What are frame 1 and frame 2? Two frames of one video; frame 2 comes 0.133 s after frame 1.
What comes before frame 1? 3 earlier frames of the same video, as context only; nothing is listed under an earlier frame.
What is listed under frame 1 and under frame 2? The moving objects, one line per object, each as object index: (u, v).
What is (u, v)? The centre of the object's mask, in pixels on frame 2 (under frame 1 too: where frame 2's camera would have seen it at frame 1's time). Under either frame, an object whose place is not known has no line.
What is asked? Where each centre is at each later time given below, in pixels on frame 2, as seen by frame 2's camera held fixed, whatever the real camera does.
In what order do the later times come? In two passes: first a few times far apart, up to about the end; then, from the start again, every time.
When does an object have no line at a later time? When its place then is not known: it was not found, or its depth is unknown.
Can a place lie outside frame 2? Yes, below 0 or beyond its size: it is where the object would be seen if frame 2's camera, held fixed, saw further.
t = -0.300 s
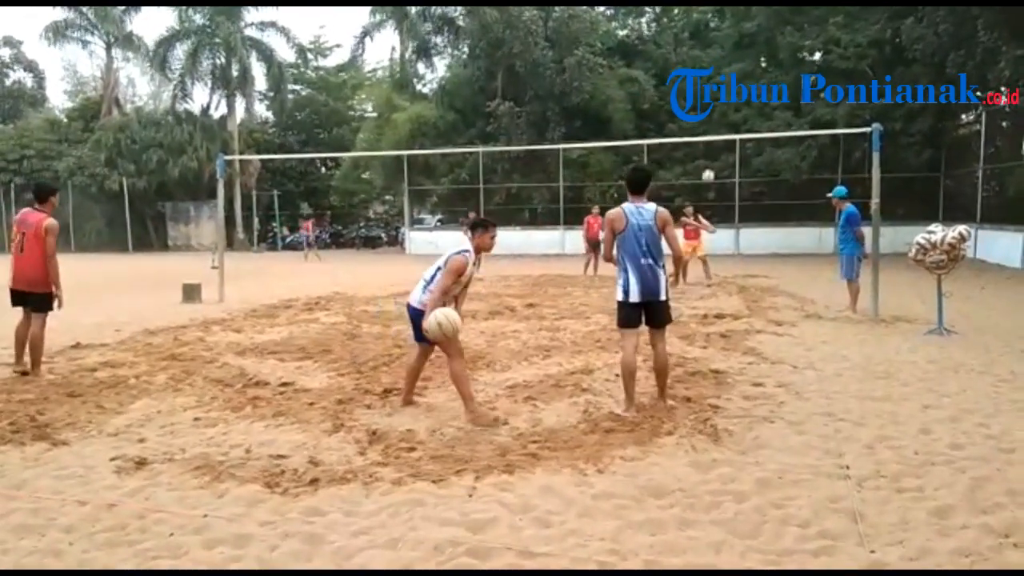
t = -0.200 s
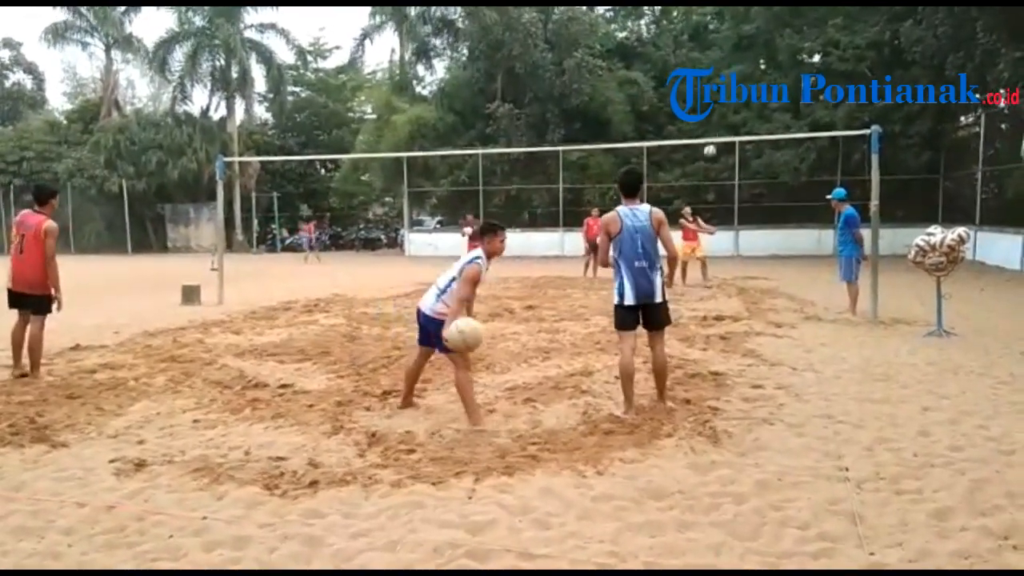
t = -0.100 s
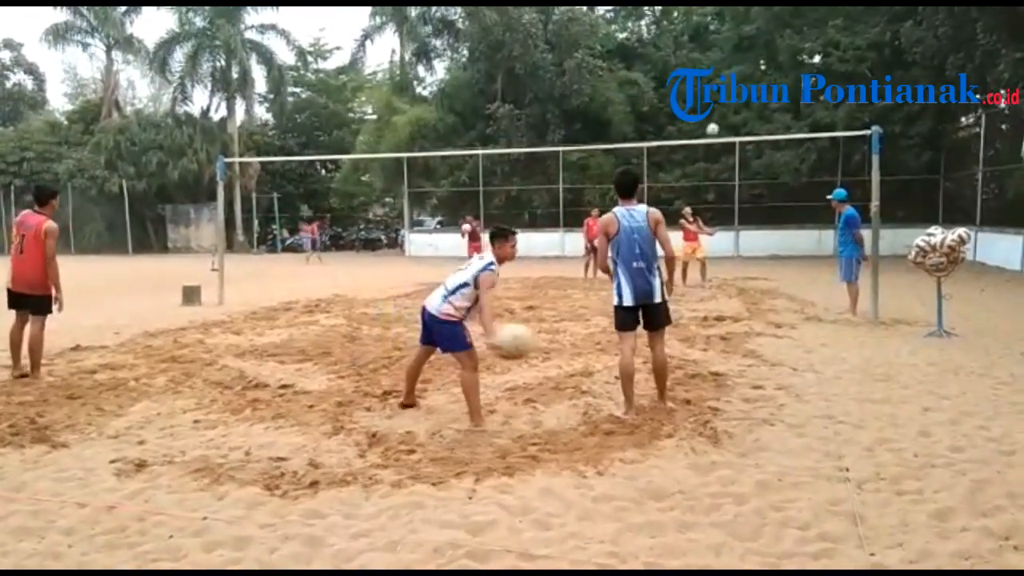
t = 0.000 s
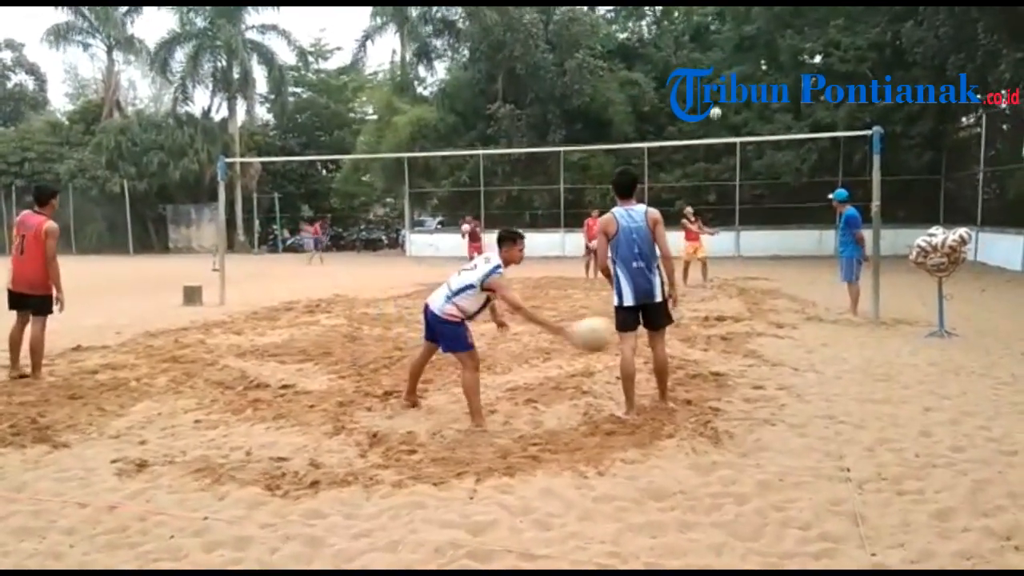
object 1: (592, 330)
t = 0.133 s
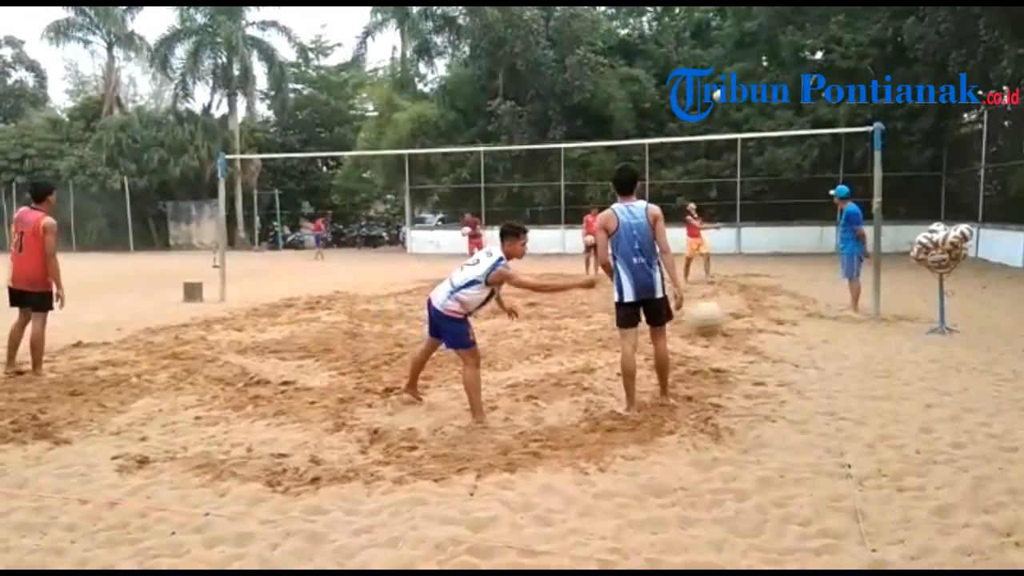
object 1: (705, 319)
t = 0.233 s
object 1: (786, 328)
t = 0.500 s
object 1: (974, 394)
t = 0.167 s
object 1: (733, 320)
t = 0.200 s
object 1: (760, 323)
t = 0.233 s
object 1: (786, 328)
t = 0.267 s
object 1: (813, 334)
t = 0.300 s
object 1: (839, 343)
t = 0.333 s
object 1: (863, 351)
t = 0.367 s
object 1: (889, 362)
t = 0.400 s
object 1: (914, 374)
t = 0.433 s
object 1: (938, 387)
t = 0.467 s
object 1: (958, 396)
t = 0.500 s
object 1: (974, 394)
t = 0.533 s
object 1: (990, 392)
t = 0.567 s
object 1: (1006, 390)
